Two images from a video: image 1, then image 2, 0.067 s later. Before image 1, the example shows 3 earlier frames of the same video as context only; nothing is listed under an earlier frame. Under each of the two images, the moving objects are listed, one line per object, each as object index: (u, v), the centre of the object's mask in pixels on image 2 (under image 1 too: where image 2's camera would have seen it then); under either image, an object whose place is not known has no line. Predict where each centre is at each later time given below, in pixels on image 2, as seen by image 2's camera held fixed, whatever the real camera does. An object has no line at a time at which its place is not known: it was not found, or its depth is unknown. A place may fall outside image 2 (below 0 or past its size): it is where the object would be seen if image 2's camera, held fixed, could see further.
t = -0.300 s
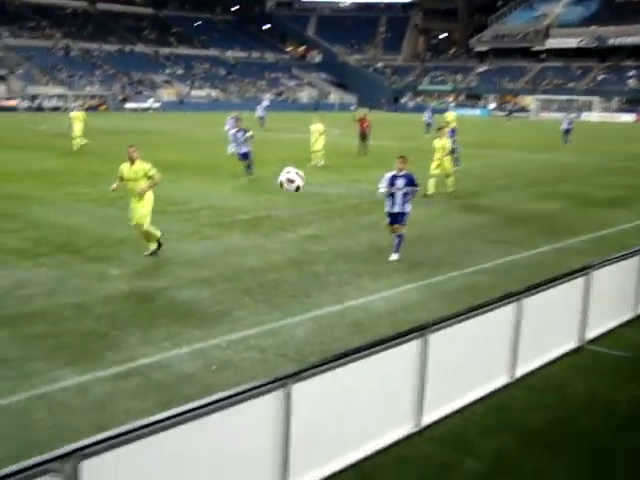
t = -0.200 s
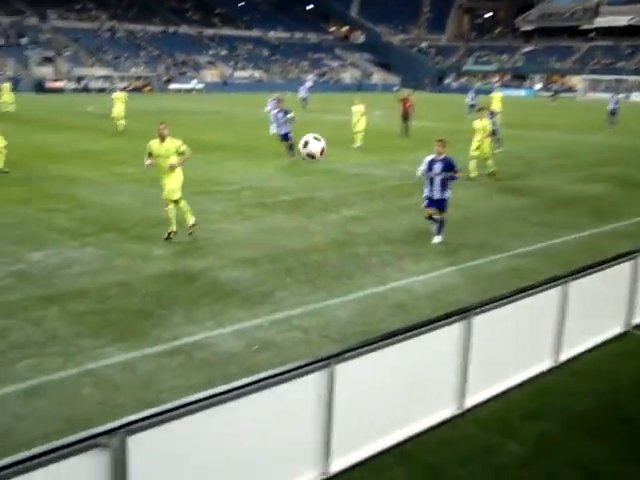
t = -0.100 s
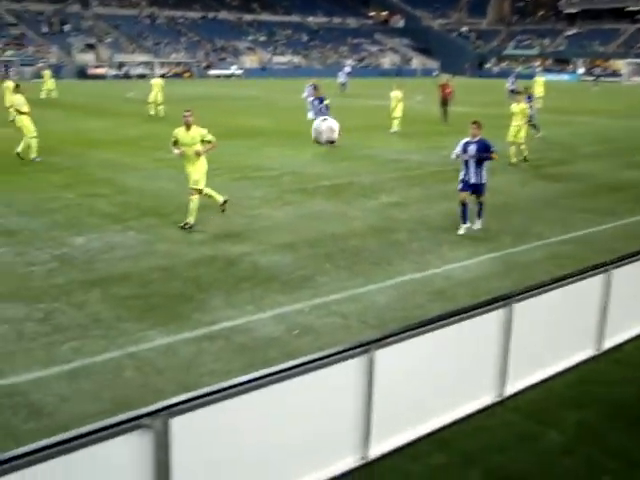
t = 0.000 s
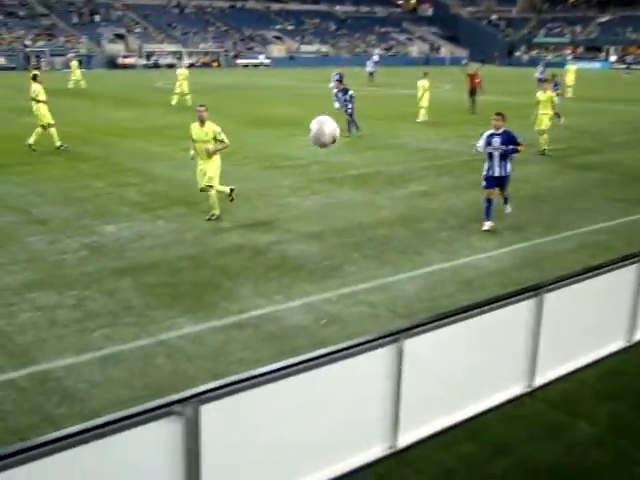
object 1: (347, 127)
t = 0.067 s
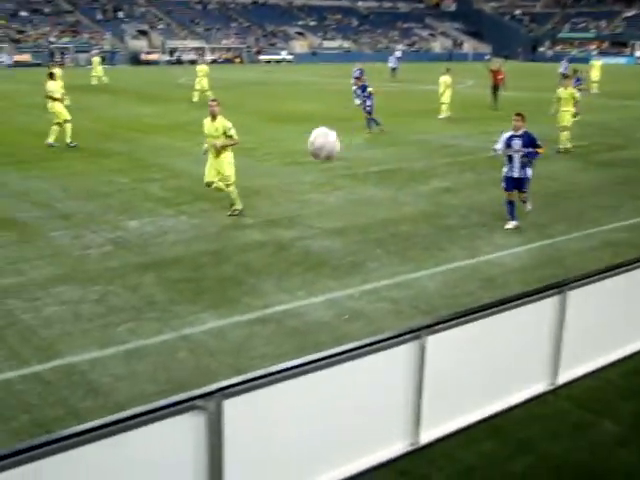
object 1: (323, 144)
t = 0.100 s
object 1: (311, 155)
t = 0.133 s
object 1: (297, 168)
